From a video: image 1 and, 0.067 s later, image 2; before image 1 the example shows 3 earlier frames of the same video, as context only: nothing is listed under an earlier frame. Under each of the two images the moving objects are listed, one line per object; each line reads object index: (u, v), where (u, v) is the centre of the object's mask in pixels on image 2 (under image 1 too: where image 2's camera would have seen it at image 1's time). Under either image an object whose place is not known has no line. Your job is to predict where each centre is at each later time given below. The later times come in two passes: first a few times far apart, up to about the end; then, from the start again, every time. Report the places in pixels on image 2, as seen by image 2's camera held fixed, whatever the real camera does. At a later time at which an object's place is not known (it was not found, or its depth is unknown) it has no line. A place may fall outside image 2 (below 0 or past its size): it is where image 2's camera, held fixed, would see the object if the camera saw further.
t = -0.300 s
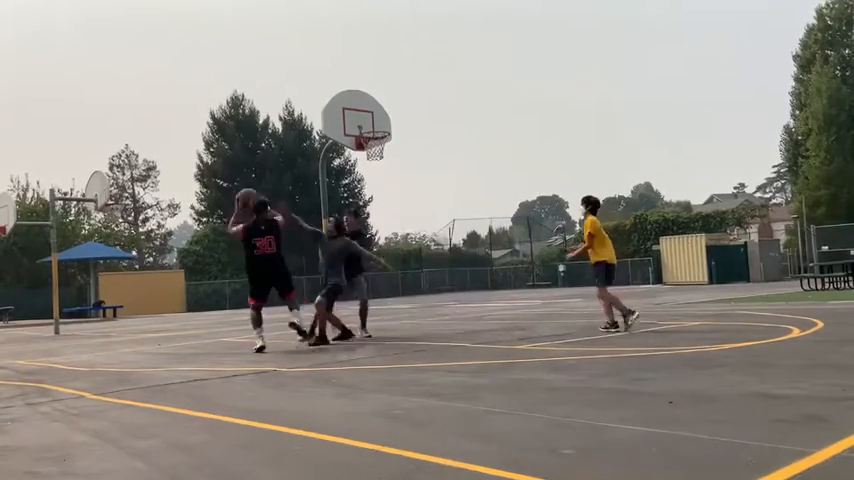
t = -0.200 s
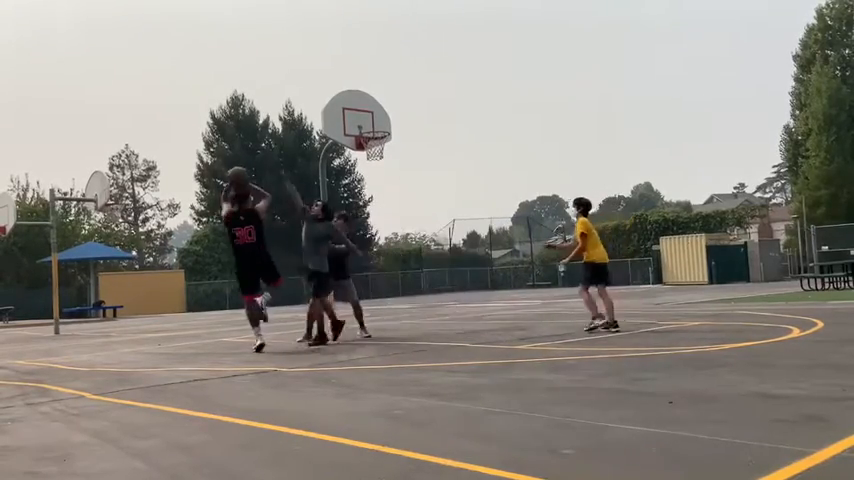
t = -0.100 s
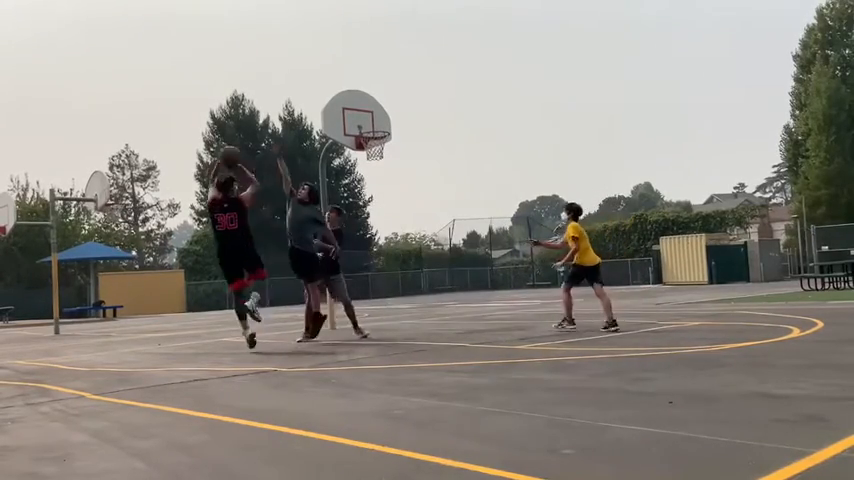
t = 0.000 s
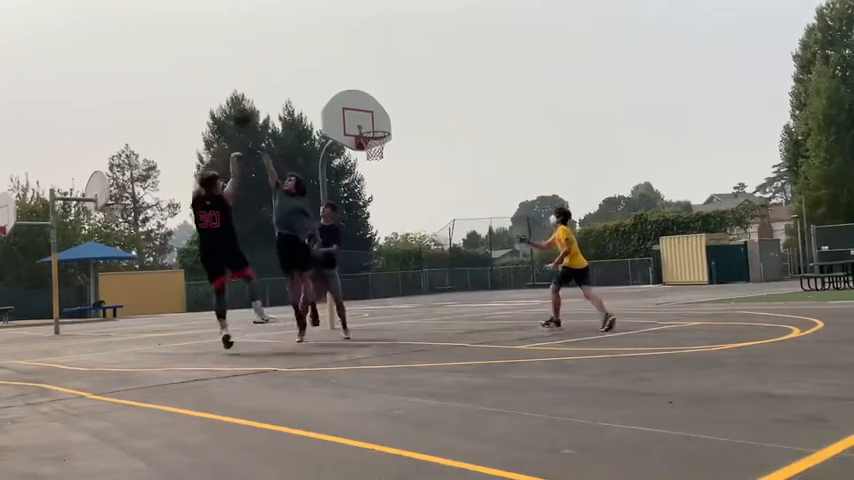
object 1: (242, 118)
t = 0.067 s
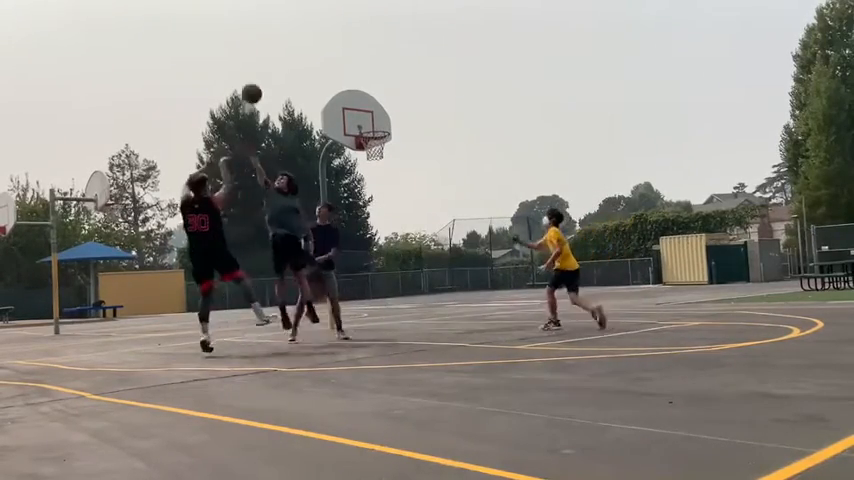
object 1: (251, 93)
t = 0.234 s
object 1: (275, 57)
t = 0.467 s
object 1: (306, 47)
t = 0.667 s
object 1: (330, 67)
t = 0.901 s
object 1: (356, 119)
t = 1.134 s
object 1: (373, 135)
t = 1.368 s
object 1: (370, 151)
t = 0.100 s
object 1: (256, 84)
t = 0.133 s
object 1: (261, 75)
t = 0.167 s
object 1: (266, 68)
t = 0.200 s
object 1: (271, 62)
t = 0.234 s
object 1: (275, 57)
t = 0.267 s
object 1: (280, 53)
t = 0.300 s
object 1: (284, 50)
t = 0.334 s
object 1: (289, 47)
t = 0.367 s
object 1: (293, 46)
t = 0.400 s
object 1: (297, 46)
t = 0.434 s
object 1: (302, 46)
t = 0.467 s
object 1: (306, 47)
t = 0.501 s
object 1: (310, 48)
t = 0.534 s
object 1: (314, 51)
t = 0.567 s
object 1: (318, 54)
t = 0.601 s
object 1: (322, 58)
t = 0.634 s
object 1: (326, 62)
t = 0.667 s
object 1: (330, 67)
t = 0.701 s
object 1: (334, 73)
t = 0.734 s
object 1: (338, 79)
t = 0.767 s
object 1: (341, 86)
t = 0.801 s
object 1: (345, 94)
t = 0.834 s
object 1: (348, 103)
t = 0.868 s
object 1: (351, 111)
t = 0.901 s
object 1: (356, 119)
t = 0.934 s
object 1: (361, 124)
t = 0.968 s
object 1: (366, 130)
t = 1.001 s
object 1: (374, 131)
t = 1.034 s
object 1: (380, 133)
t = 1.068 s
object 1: (380, 133)
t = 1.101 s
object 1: (378, 135)
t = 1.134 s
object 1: (373, 135)
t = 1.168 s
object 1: (371, 138)
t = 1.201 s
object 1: (369, 143)
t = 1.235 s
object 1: (368, 146)
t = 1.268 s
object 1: (367, 150)
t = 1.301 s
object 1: (368, 152)
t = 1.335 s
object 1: (369, 151)
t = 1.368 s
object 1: (370, 151)
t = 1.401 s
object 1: (372, 151)
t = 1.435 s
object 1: (374, 152)
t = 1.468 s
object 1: (376, 152)
